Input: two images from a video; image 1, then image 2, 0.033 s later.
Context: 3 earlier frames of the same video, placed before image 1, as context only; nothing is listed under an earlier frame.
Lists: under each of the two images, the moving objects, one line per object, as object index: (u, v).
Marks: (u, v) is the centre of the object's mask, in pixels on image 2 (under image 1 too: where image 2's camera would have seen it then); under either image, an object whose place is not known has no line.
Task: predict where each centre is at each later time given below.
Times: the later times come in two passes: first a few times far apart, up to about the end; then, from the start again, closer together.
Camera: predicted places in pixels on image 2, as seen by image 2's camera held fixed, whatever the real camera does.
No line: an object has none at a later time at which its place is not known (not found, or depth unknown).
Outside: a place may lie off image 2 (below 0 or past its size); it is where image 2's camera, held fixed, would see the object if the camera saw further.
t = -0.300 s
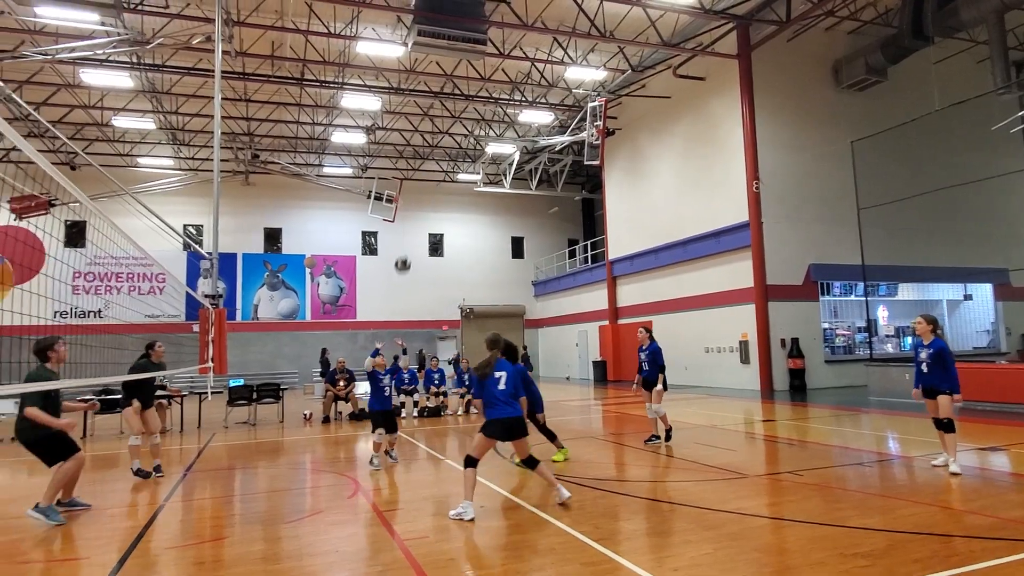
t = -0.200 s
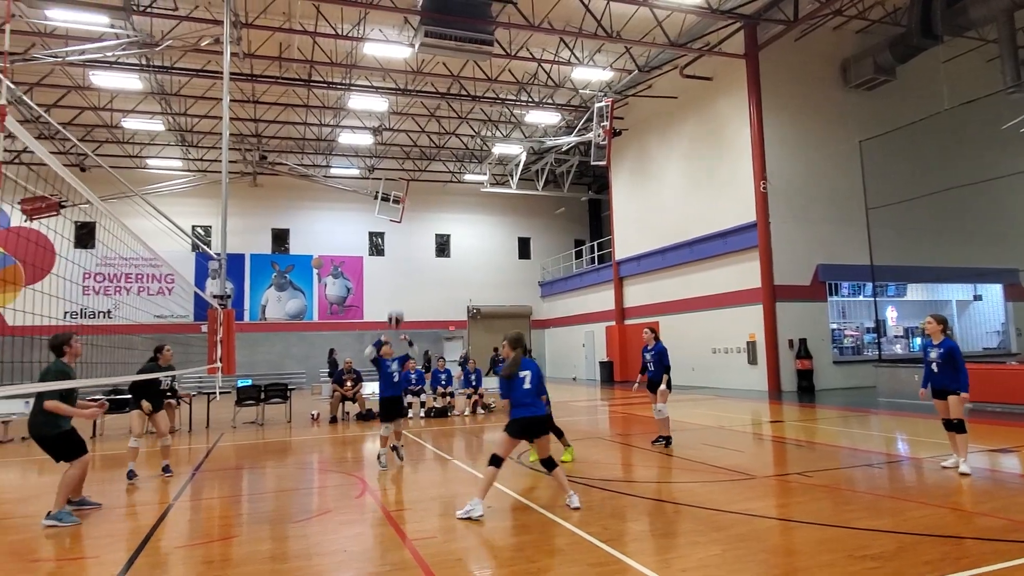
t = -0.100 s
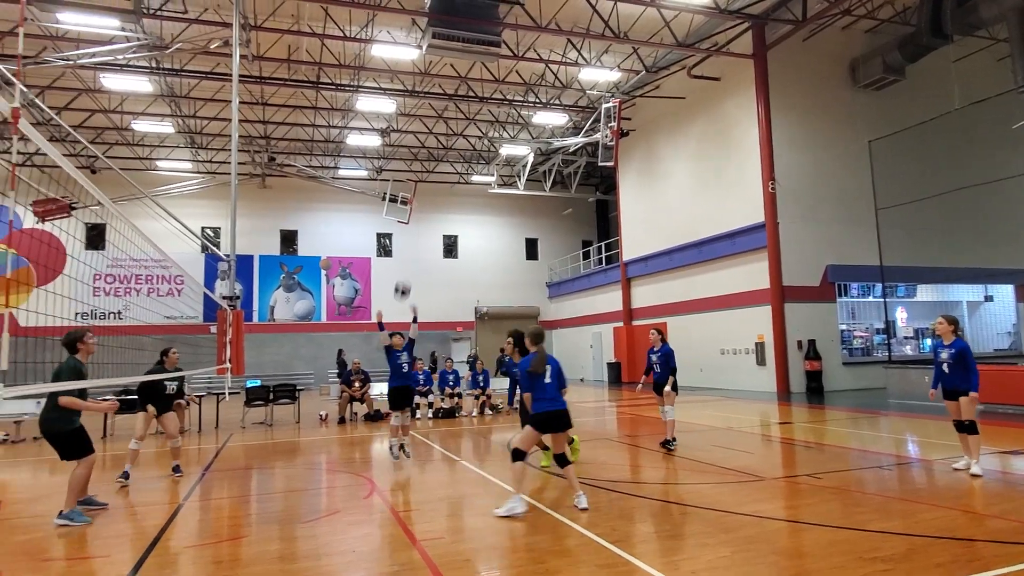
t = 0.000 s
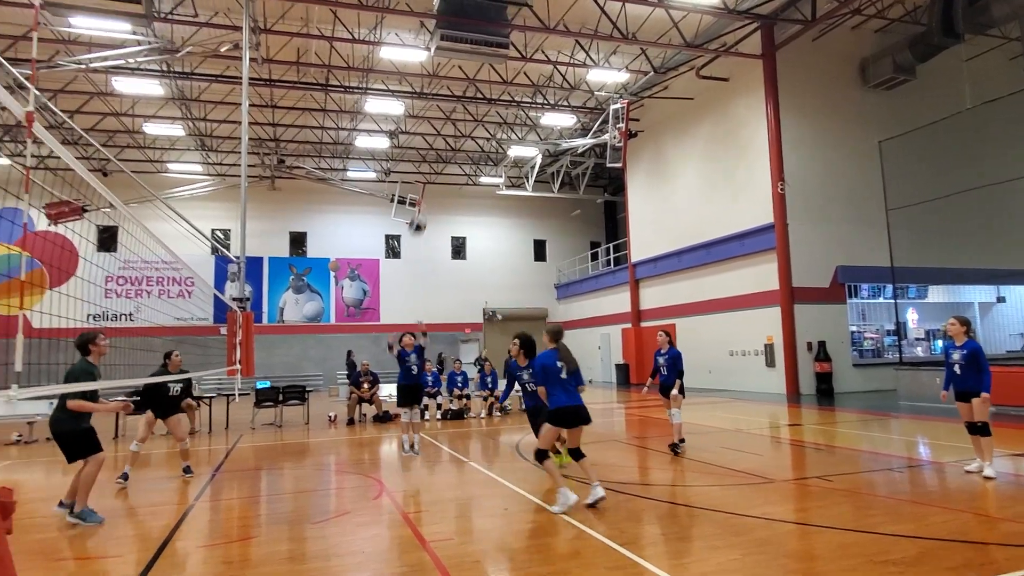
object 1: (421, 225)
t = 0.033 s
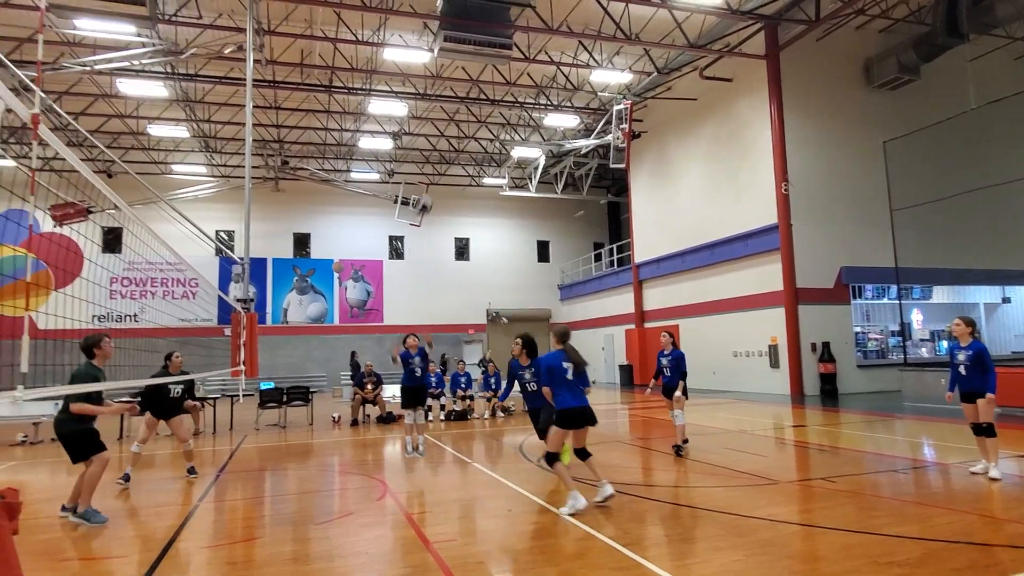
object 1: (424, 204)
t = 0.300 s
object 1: (447, 62)
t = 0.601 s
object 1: (484, -46)
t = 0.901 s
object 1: (532, -80)
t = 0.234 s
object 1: (441, 92)
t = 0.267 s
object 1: (444, 77)
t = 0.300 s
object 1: (447, 62)
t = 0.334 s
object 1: (451, 47)
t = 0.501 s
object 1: (470, -16)
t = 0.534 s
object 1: (475, -27)
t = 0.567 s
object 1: (479, -36)
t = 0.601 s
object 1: (484, -46)
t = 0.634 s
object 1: (488, -54)
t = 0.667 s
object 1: (493, -61)
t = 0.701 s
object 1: (497, -67)
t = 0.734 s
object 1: (502, -72)
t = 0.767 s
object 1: (507, -76)
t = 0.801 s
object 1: (513, -79)
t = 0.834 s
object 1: (519, -80)
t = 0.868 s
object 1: (525, -81)
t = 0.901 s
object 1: (532, -80)
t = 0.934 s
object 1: (538, -78)
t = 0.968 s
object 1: (545, -73)
